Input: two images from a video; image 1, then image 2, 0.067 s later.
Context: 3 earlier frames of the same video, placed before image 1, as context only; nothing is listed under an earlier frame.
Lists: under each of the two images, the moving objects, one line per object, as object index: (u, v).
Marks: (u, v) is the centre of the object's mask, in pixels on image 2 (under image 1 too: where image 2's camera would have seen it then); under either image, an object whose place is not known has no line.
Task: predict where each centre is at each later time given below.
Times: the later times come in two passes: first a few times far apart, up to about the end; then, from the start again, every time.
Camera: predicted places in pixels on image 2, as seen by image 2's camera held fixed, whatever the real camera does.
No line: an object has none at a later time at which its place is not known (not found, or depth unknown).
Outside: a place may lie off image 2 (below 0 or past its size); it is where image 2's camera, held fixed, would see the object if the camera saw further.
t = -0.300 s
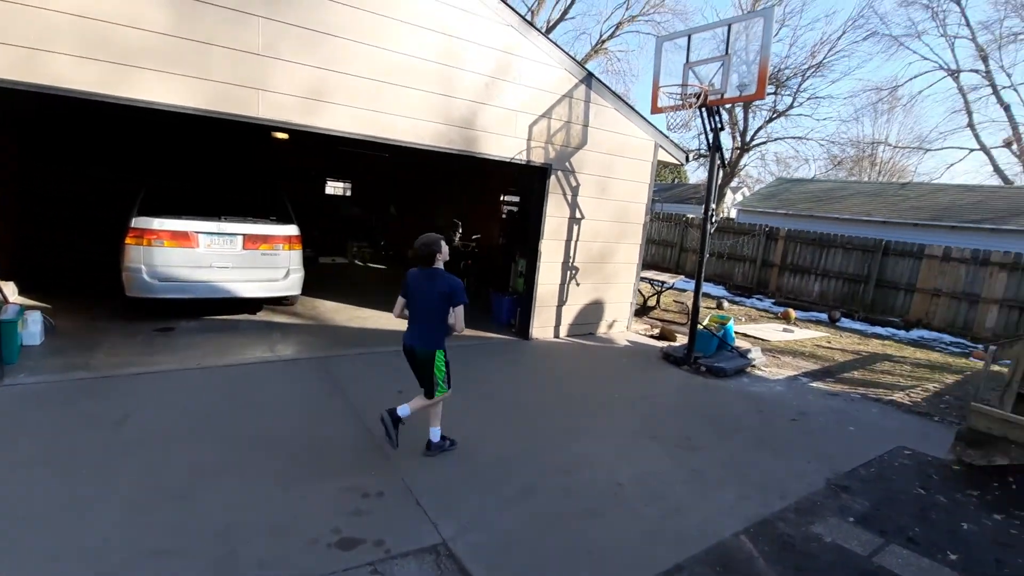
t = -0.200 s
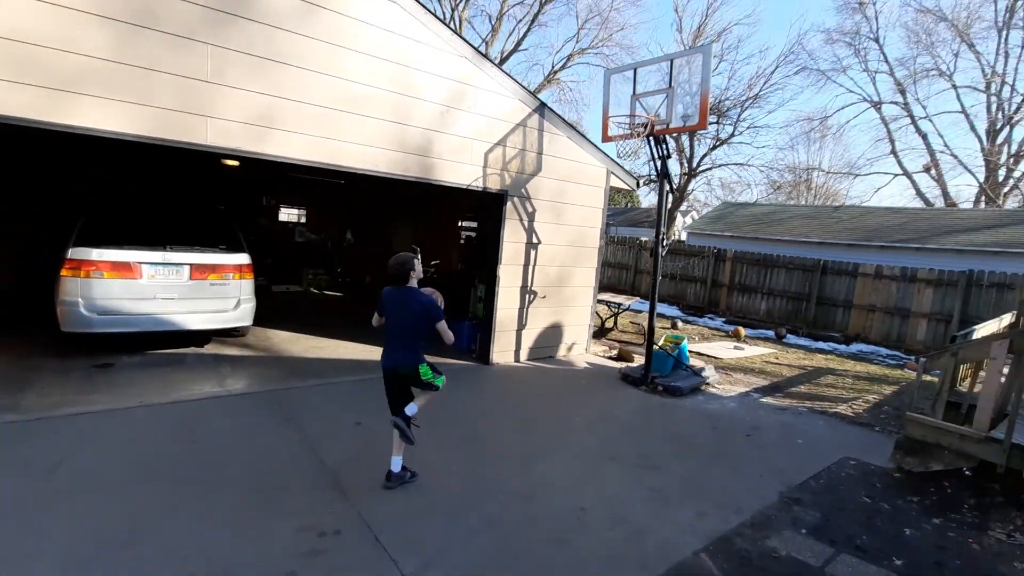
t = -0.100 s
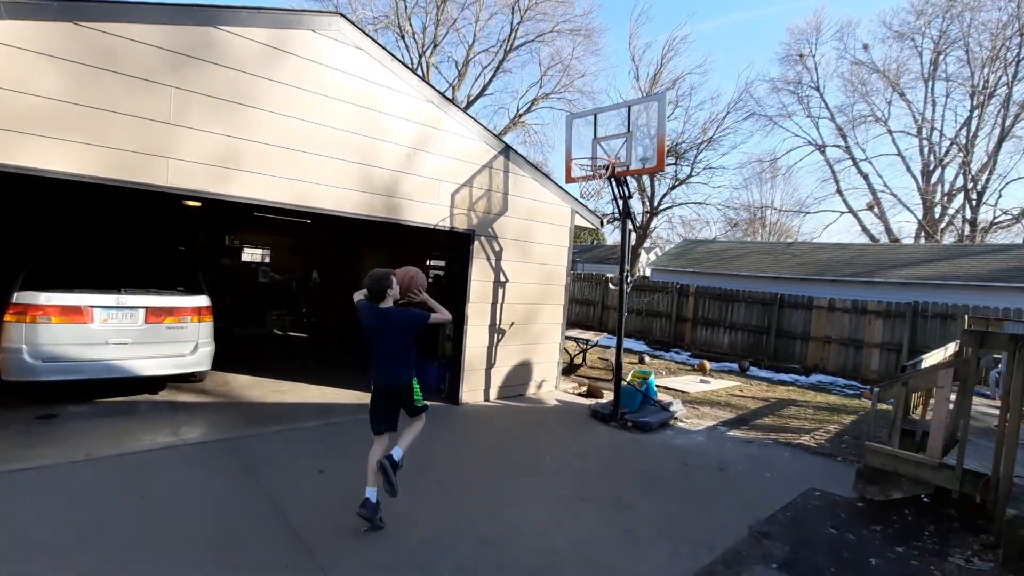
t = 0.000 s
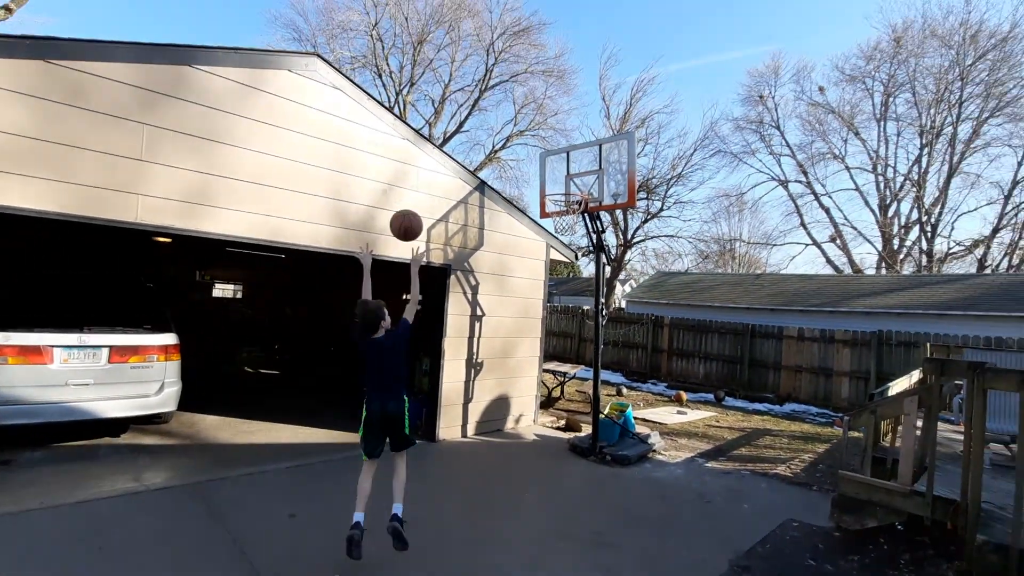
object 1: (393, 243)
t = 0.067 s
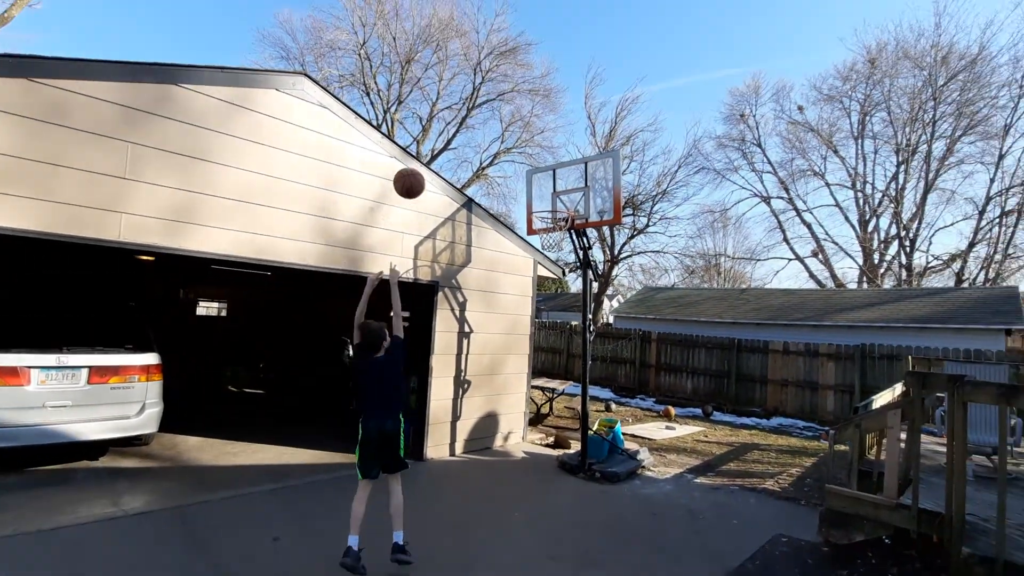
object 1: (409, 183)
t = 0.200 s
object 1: (436, 92)
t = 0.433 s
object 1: (473, 0)
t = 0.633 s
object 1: (496, -26)
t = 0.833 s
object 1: (515, -13)
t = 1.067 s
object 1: (531, 41)
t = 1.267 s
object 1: (541, 119)
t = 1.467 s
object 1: (549, 205)
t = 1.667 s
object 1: (567, 175)
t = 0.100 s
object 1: (417, 157)
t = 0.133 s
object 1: (424, 133)
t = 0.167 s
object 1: (430, 112)
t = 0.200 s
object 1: (436, 92)
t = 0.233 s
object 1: (442, 74)
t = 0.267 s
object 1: (448, 57)
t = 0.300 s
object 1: (453, 43)
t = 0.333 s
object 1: (459, 30)
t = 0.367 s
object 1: (464, 19)
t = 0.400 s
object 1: (468, 9)
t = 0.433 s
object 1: (473, 0)
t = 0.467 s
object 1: (477, -7)
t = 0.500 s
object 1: (481, -13)
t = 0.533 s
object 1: (485, -18)
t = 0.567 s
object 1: (489, -22)
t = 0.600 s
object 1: (493, -24)
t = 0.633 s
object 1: (496, -26)
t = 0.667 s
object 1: (500, -26)
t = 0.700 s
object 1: (503, -26)
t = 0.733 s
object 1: (506, -24)
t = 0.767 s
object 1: (509, -22)
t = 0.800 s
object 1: (512, -18)
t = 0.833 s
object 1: (515, -13)
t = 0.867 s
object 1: (517, -8)
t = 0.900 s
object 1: (520, -2)
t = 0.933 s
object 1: (522, 5)
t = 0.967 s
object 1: (524, 13)
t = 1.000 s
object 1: (527, 22)
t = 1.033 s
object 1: (529, 31)
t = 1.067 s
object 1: (531, 41)
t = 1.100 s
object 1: (532, 53)
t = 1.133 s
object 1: (534, 64)
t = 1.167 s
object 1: (536, 77)
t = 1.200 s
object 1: (538, 91)
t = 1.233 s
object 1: (539, 104)
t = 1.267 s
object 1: (541, 119)
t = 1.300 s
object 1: (542, 135)
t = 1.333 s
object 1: (543, 151)
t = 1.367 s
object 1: (545, 167)
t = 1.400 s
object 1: (546, 185)
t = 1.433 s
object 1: (547, 203)
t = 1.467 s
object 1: (549, 205)
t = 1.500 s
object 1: (552, 198)
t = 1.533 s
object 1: (555, 192)
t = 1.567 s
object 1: (558, 186)
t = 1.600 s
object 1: (562, 182)
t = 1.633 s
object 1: (564, 178)
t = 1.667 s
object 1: (567, 175)
